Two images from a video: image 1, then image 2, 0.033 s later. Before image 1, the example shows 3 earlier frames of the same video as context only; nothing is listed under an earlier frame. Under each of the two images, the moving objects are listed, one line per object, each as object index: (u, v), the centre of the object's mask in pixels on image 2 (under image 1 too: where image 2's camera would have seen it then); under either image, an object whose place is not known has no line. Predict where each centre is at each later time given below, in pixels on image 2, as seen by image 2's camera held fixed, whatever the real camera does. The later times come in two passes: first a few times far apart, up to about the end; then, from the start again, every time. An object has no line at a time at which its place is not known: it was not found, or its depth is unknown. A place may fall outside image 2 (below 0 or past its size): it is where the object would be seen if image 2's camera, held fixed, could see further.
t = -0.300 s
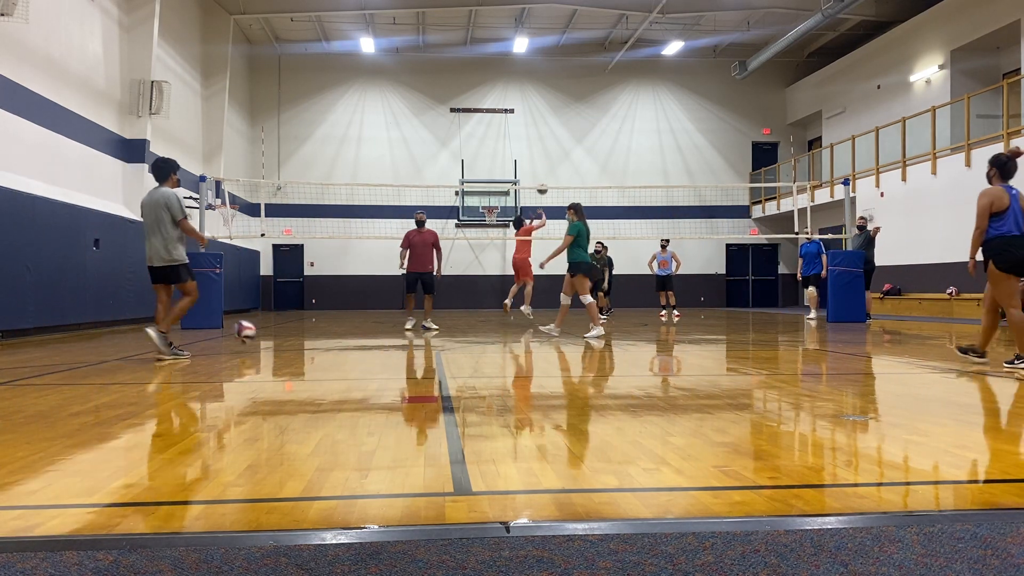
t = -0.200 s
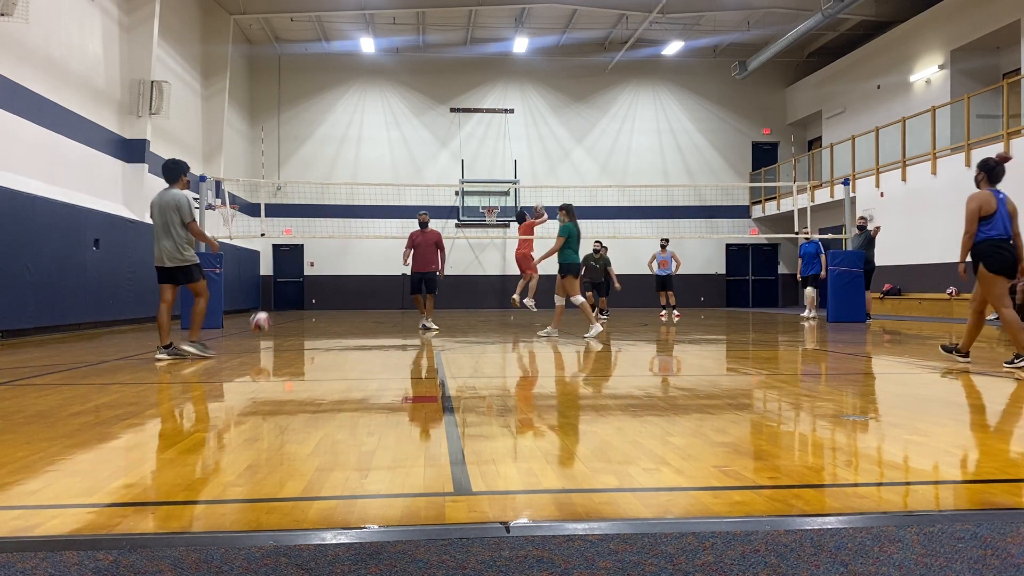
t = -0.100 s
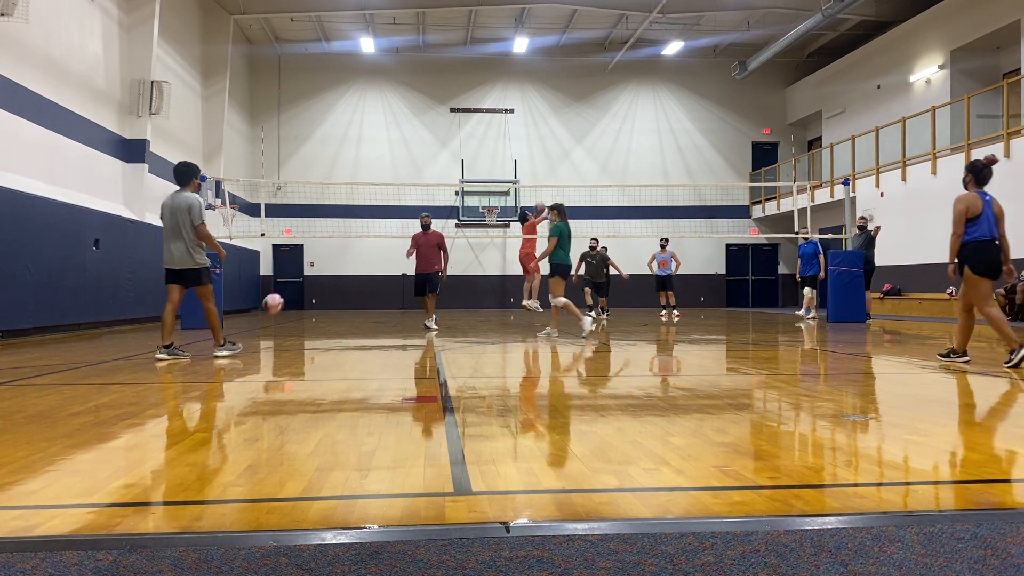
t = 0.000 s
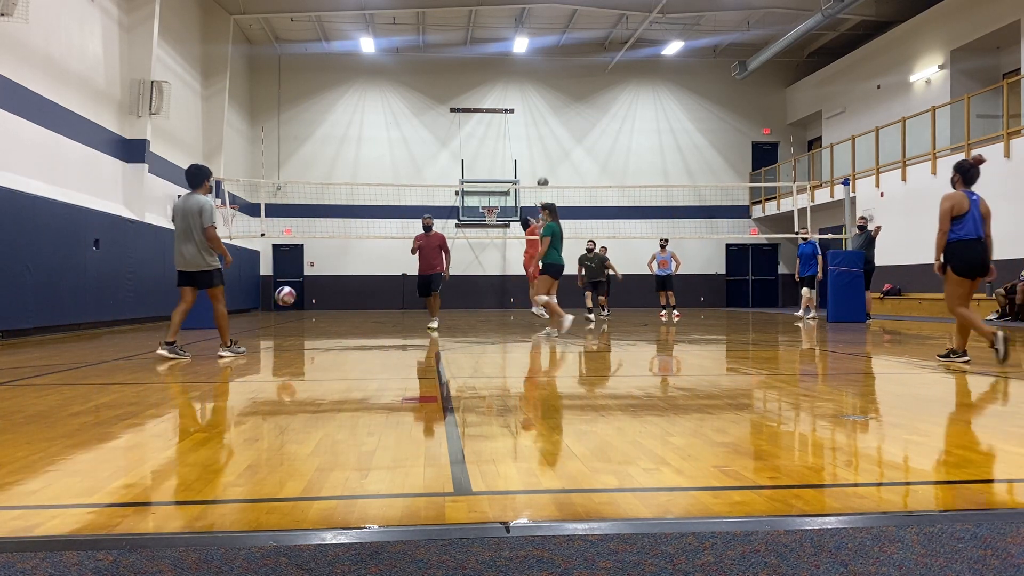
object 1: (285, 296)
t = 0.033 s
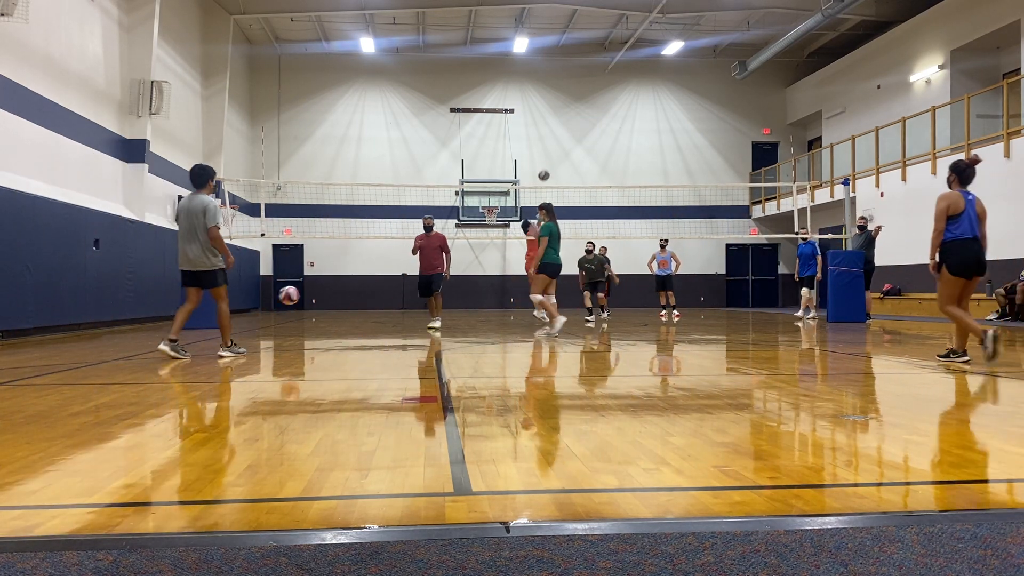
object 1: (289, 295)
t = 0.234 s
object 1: (310, 311)
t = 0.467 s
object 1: (332, 312)
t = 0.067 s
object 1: (293, 296)
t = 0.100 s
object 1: (296, 297)
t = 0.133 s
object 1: (300, 299)
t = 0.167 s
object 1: (304, 302)
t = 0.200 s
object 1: (307, 306)
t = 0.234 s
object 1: (310, 311)
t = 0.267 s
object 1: (313, 316)
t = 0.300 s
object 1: (316, 323)
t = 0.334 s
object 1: (320, 331)
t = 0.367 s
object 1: (324, 326)
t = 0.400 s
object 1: (327, 321)
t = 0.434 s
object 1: (330, 316)
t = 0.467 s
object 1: (332, 312)
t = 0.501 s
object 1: (335, 309)
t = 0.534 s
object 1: (339, 307)
